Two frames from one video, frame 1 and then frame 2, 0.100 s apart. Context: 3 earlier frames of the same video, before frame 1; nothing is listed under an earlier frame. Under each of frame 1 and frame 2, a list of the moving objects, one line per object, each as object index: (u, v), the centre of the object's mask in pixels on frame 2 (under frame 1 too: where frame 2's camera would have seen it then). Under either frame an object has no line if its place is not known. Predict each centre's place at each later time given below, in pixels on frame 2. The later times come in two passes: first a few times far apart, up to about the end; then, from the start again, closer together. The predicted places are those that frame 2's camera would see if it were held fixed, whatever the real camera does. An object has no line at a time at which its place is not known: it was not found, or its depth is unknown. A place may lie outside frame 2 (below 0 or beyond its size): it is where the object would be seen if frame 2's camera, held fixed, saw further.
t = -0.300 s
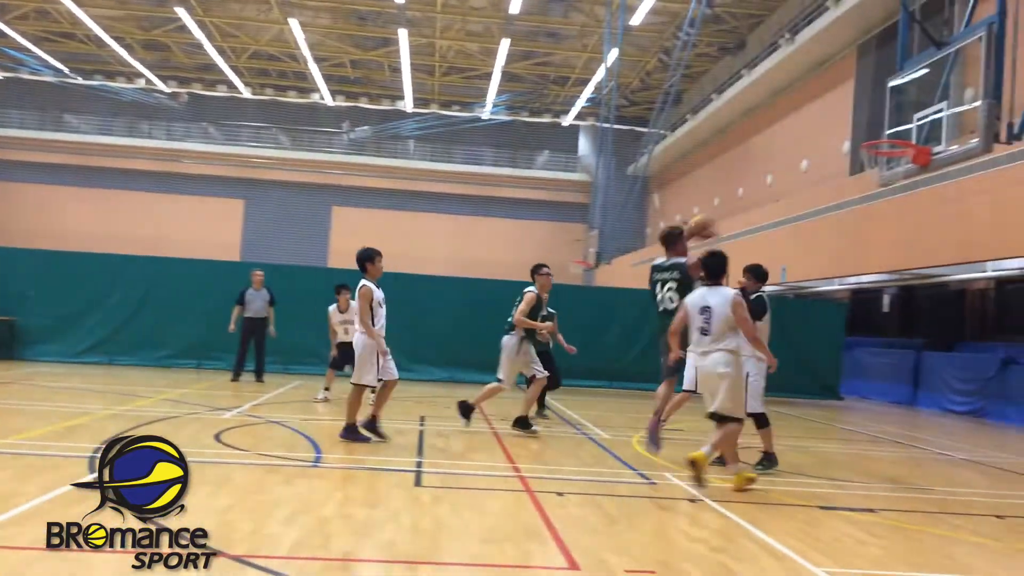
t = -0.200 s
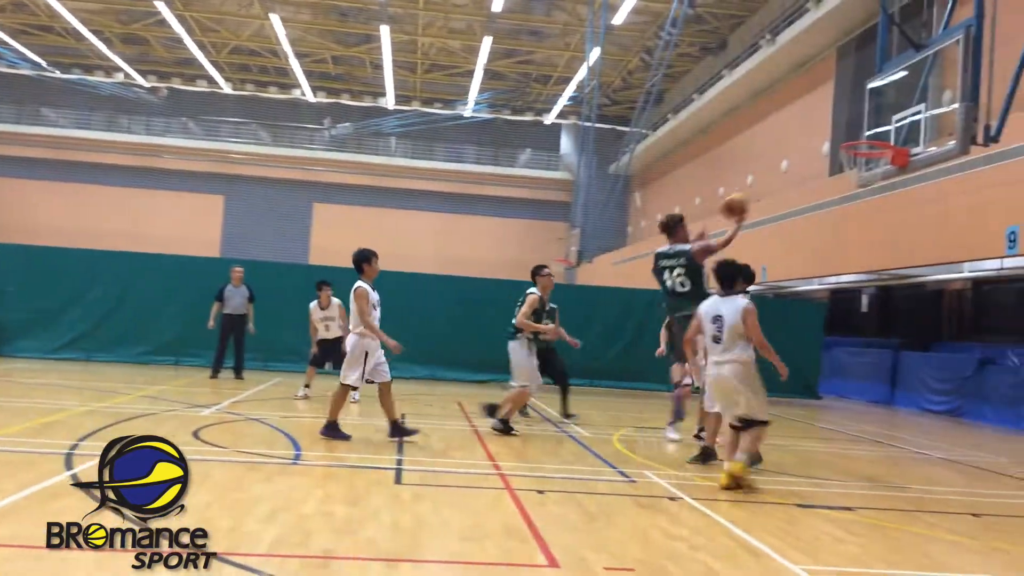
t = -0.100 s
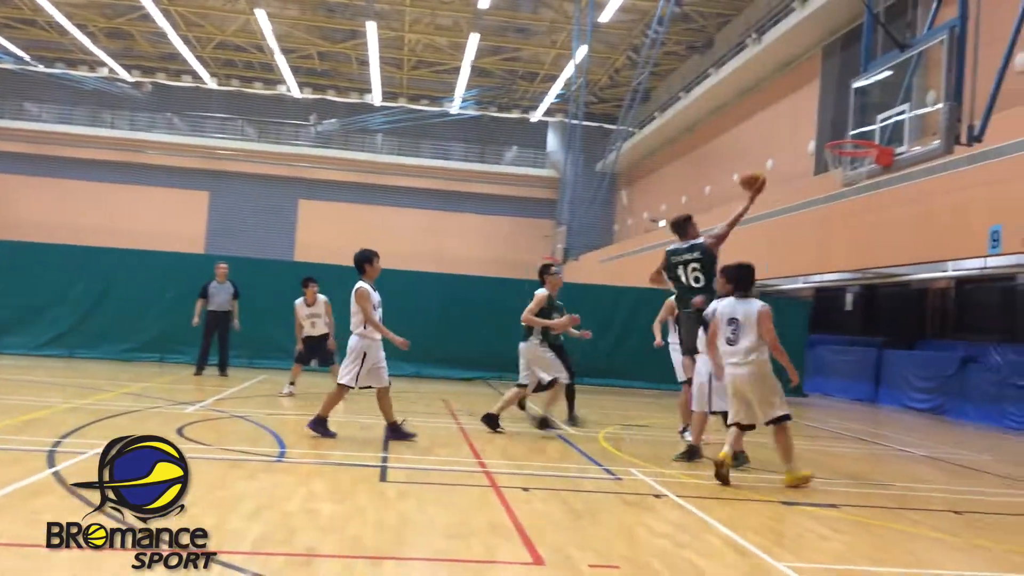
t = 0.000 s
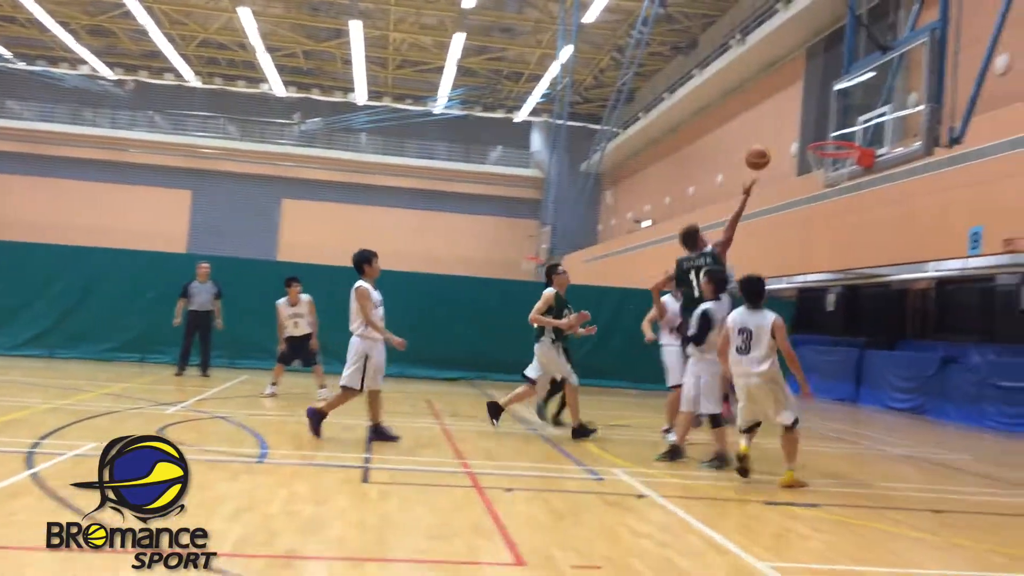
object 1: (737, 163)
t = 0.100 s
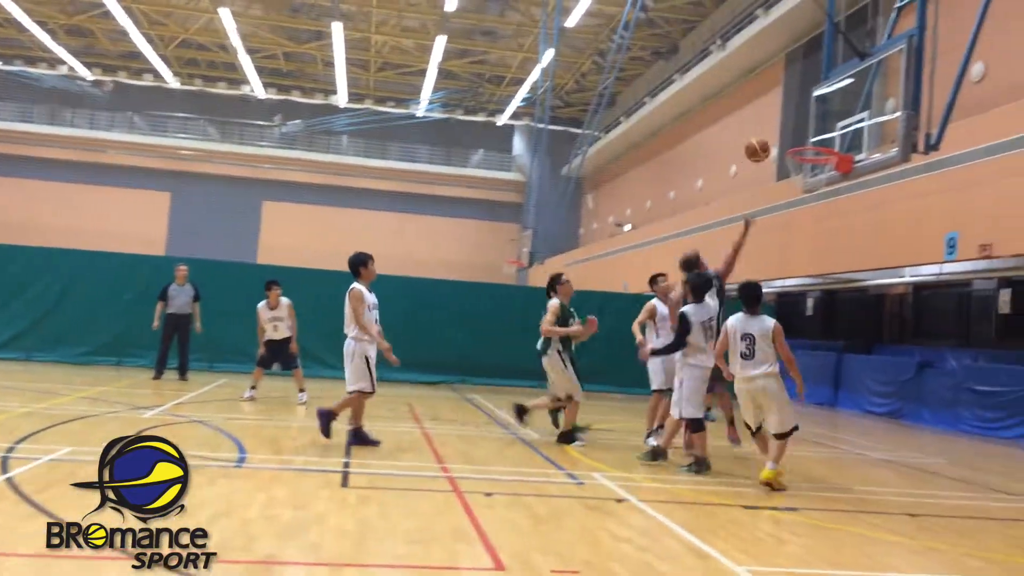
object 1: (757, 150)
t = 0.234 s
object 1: (772, 145)
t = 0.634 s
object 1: (720, 177)
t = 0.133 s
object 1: (763, 148)
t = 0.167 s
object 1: (769, 148)
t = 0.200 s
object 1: (775, 148)
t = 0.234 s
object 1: (772, 145)
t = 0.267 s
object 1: (768, 141)
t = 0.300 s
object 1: (764, 140)
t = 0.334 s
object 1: (760, 138)
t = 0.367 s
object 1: (756, 137)
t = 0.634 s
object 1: (720, 177)
